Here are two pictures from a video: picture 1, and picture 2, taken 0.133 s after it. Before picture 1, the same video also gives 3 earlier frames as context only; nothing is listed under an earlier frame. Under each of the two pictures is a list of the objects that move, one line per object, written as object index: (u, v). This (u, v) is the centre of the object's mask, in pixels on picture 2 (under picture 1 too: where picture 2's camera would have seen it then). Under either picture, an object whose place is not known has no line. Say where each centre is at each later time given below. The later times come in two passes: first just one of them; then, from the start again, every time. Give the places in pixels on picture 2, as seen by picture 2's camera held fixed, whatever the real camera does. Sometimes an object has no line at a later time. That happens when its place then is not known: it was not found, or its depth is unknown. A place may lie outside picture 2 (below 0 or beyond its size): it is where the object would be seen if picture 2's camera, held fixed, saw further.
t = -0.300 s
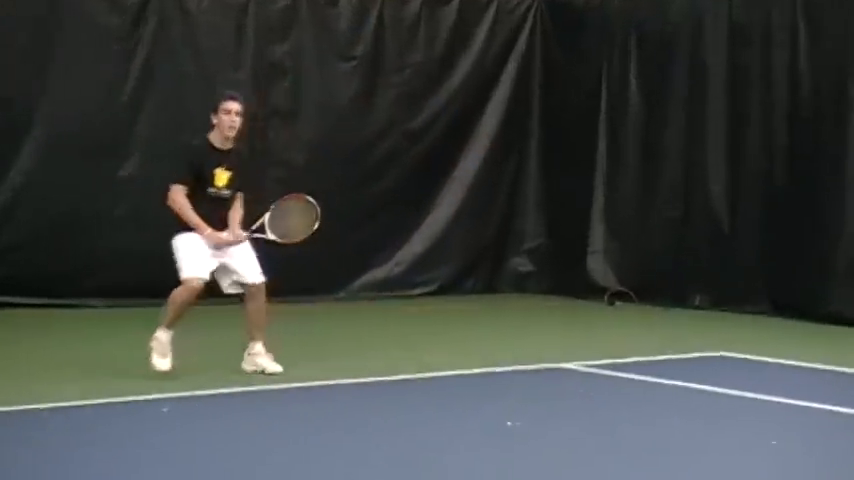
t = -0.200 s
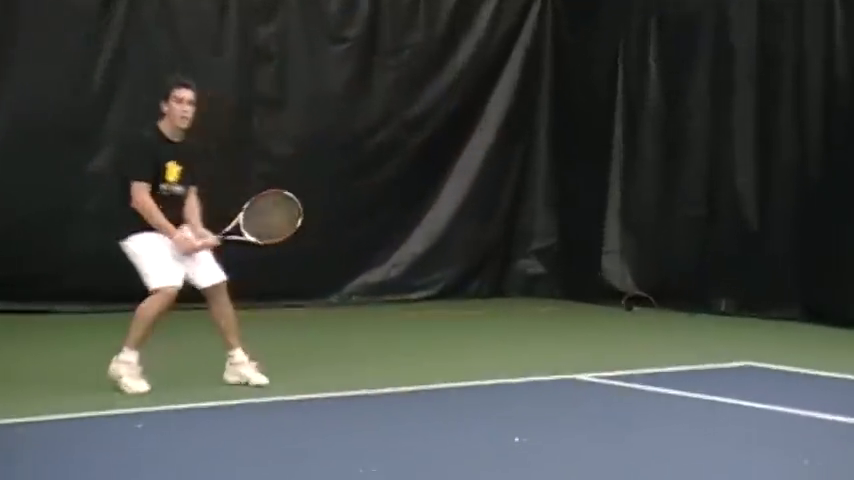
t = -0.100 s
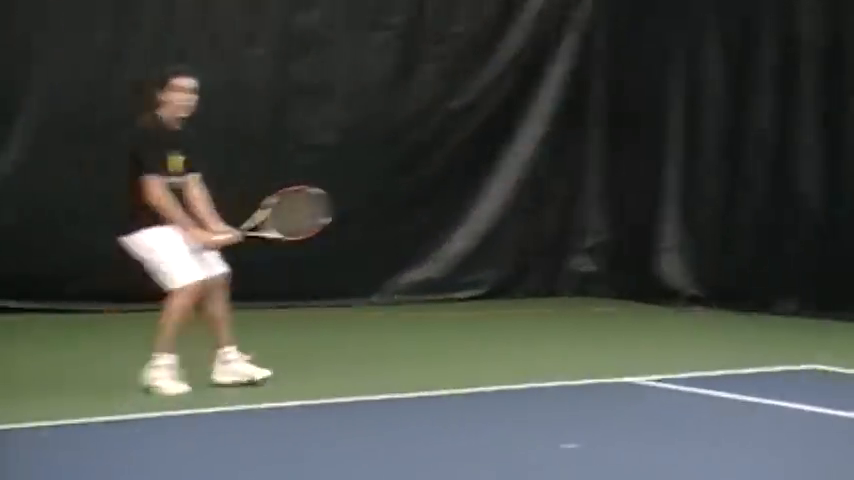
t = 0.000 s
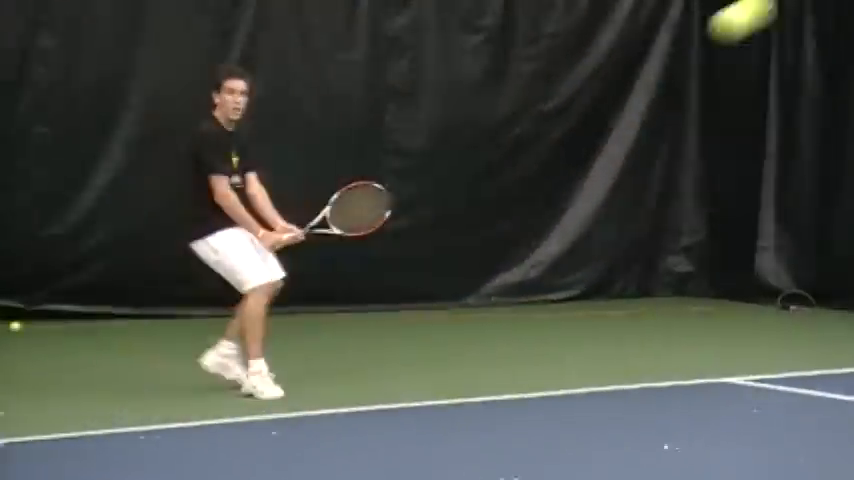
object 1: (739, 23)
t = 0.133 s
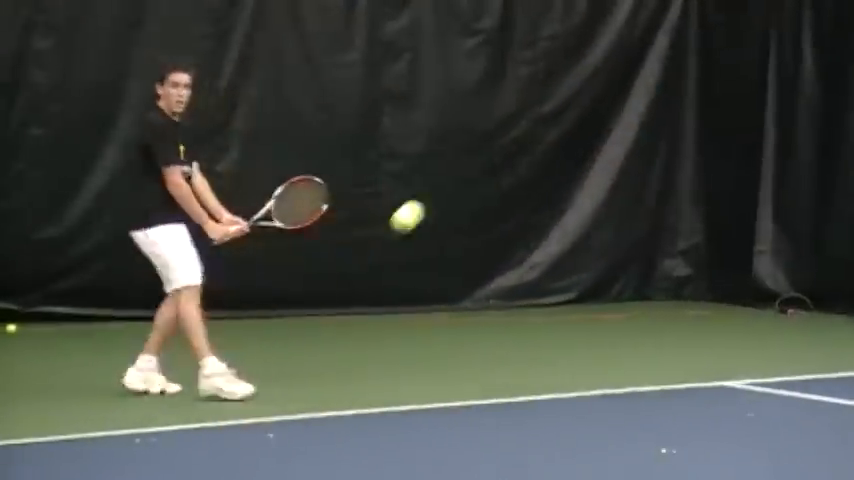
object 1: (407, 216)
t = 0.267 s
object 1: (239, 364)
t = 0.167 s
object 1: (356, 255)
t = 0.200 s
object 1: (311, 292)
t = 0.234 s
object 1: (272, 329)
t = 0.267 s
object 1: (239, 364)
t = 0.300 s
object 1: (210, 394)
